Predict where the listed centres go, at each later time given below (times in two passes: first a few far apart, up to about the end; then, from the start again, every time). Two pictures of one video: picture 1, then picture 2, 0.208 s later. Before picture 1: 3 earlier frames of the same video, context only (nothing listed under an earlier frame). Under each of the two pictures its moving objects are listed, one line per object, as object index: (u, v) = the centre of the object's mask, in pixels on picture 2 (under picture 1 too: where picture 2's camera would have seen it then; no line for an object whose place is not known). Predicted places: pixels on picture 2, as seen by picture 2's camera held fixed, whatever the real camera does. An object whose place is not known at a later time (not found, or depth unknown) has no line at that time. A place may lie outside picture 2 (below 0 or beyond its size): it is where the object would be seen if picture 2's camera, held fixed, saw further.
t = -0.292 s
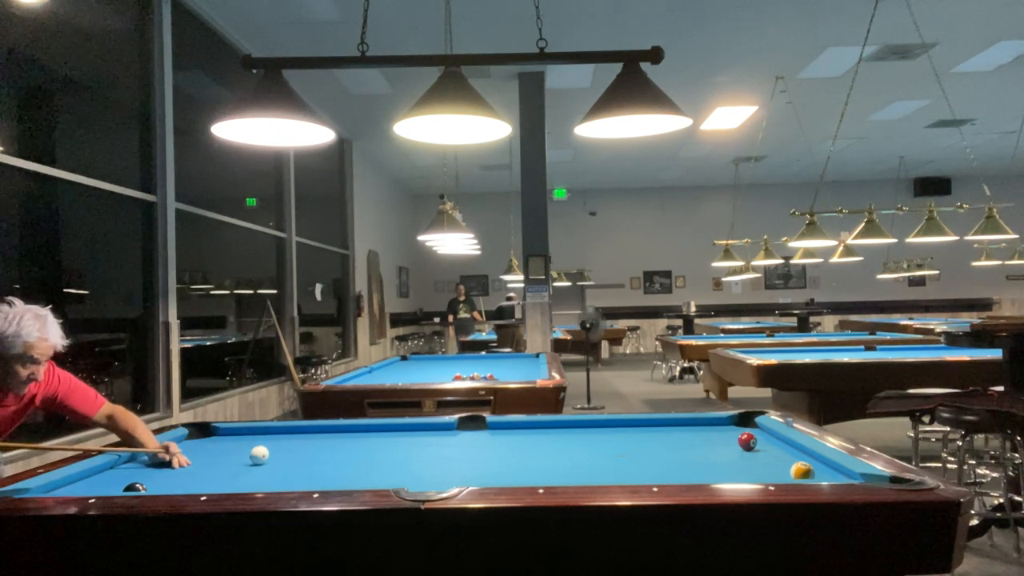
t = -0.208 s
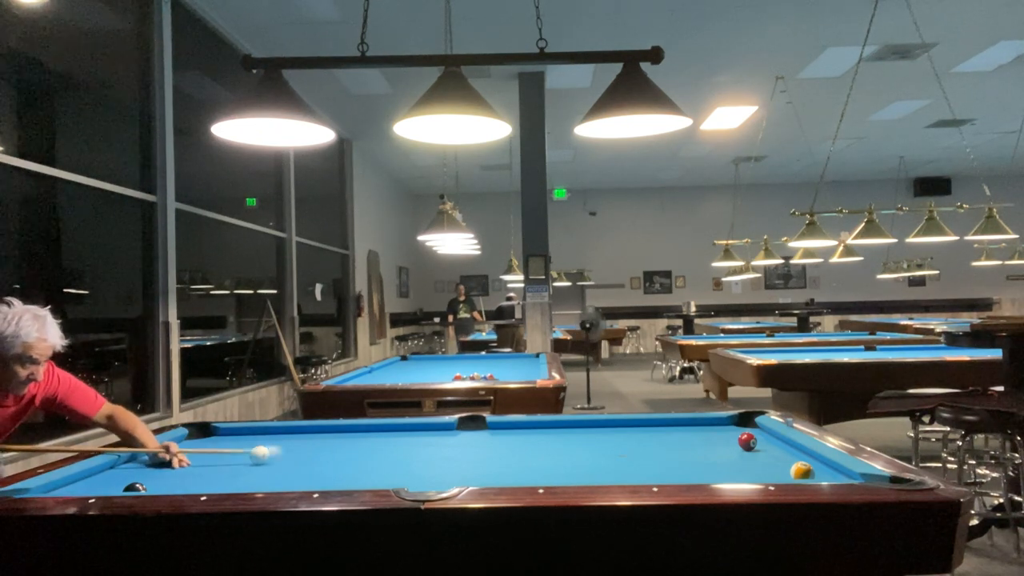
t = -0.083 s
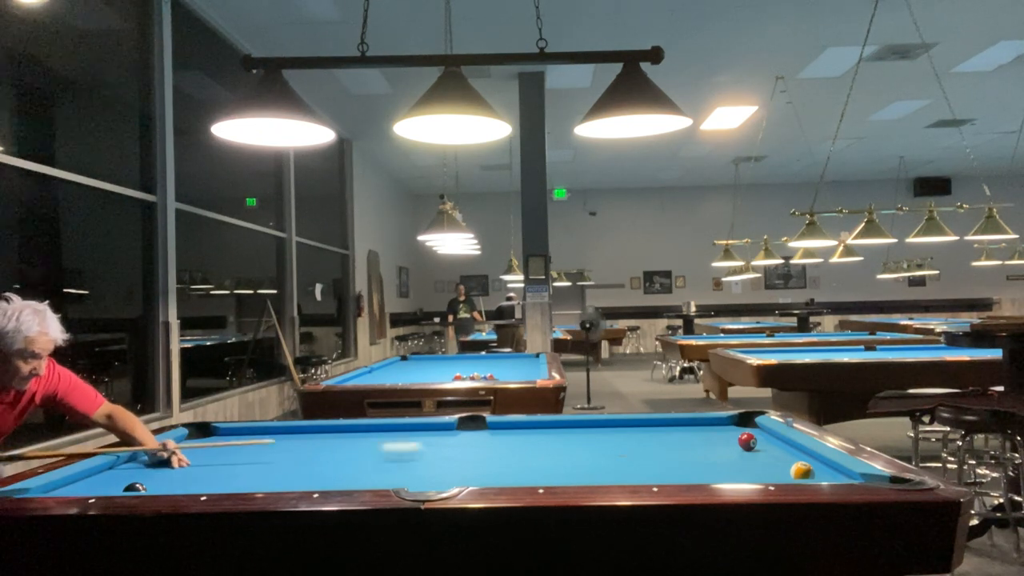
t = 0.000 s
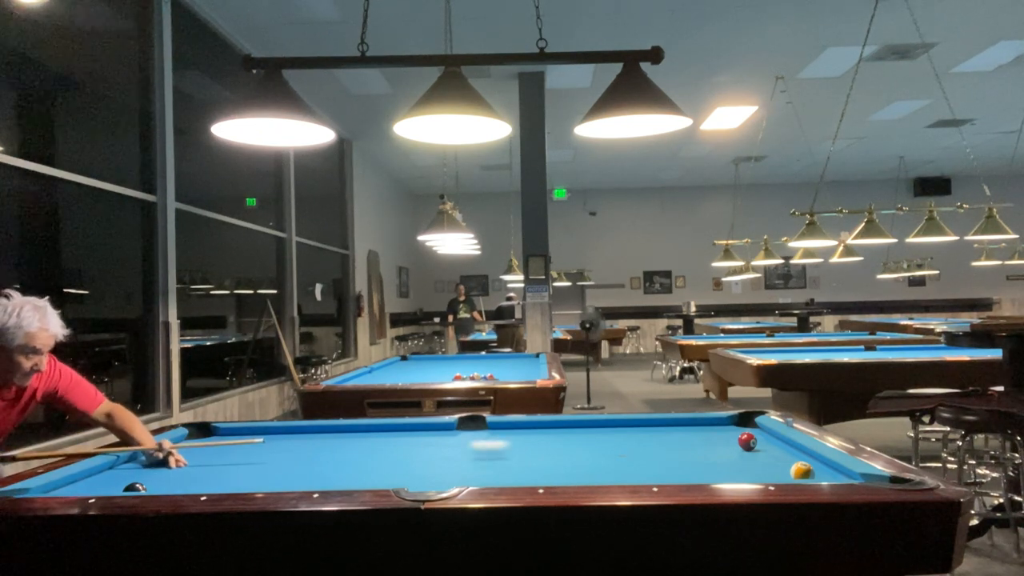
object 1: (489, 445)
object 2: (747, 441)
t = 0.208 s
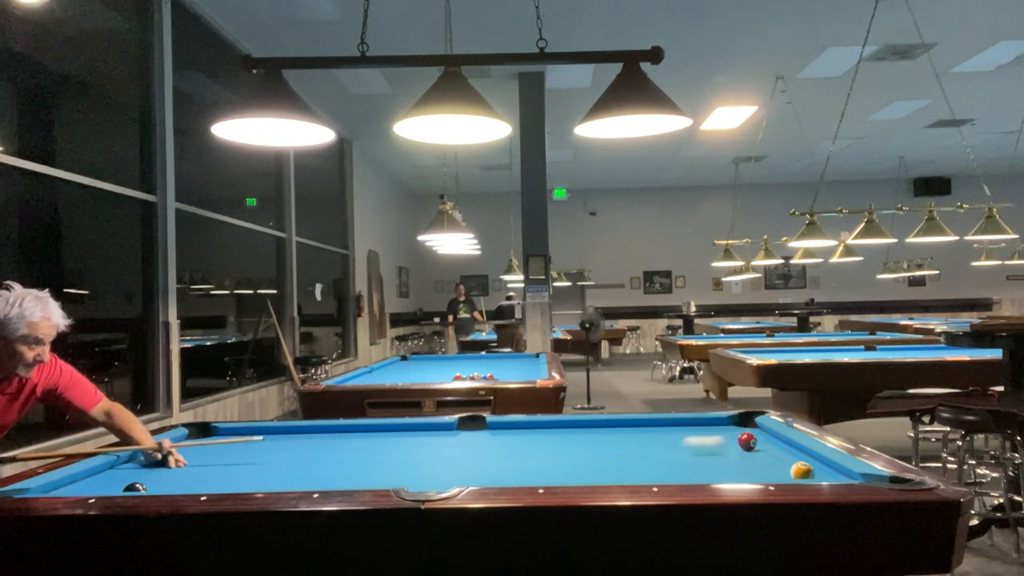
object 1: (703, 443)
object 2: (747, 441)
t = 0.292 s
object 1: (783, 444)
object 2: (752, 438)
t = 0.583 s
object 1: (647, 450)
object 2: (744, 426)
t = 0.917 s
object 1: (498, 454)
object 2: (710, 421)
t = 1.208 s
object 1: (369, 457)
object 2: (695, 425)
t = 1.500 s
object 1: (245, 461)
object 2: (680, 429)
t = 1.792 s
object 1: (121, 464)
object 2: (665, 433)
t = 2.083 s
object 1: (184, 461)
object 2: (650, 438)
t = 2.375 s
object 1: (257, 459)
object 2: (636, 442)
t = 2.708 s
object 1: (336, 455)
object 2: (621, 446)
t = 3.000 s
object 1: (399, 453)
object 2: (607, 450)
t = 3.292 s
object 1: (460, 451)
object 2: (596, 453)
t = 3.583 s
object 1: (518, 449)
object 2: (585, 456)
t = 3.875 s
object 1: (571, 444)
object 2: (575, 458)
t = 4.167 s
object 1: (623, 446)
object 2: (567, 461)
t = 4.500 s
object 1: (677, 444)
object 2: (560, 462)
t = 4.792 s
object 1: (721, 442)
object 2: (556, 463)
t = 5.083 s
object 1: (764, 441)
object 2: (554, 464)
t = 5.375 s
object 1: (765, 440)
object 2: (554, 464)
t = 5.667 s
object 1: (740, 440)
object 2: (554, 464)
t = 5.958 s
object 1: (719, 440)
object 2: (554, 464)
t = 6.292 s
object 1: (699, 440)
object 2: (554, 464)
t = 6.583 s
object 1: (685, 440)
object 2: (554, 464)
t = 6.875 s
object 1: (672, 441)
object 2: (554, 464)
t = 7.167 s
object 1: (662, 441)
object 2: (554, 464)
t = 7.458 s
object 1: (655, 441)
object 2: (554, 464)
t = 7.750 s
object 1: (650, 441)
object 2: (554, 464)
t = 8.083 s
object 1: (648, 441)
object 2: (554, 464)
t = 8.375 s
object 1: (648, 441)
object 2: (554, 464)
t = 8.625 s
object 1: (648, 441)
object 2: (554, 464)
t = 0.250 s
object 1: (746, 443)
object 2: (748, 434)
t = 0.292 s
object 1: (783, 444)
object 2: (752, 438)
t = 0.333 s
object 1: (773, 446)
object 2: (754, 435)
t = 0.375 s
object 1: (749, 446)
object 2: (759, 432)
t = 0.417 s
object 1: (725, 447)
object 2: (761, 431)
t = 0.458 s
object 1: (705, 449)
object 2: (759, 430)
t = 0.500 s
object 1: (685, 449)
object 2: (754, 429)
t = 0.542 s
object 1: (665, 450)
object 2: (749, 427)
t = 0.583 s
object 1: (647, 450)
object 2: (744, 426)
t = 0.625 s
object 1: (628, 451)
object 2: (739, 425)
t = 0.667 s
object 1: (609, 451)
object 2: (734, 424)
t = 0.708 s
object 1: (590, 452)
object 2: (730, 423)
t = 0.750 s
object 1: (571, 452)
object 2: (725, 422)
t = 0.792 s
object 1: (552, 452)
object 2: (721, 422)
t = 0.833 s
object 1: (534, 453)
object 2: (717, 421)
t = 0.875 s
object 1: (516, 453)
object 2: (713, 420)
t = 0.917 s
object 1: (498, 454)
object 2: (710, 421)
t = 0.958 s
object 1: (479, 454)
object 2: (708, 421)
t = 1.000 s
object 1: (460, 455)
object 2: (706, 422)
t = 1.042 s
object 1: (442, 455)
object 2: (704, 422)
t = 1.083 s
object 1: (424, 456)
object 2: (702, 423)
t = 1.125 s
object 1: (406, 456)
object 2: (700, 424)
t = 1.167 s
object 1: (387, 456)
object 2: (697, 424)
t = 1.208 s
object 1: (369, 457)
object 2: (695, 425)
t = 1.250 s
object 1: (352, 457)
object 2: (693, 425)
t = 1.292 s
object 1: (334, 458)
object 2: (691, 426)
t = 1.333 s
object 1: (316, 458)
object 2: (689, 426)
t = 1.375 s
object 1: (298, 459)
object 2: (686, 427)
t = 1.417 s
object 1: (280, 460)
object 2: (684, 428)
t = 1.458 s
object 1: (262, 461)
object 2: (682, 428)
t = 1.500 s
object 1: (245, 461)
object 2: (680, 429)
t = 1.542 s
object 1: (227, 461)
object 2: (678, 430)
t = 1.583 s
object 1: (209, 462)
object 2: (676, 430)
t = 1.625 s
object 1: (191, 462)
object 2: (673, 431)
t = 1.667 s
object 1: (174, 463)
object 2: (671, 431)
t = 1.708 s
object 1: (157, 463)
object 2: (669, 432)
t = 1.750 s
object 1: (139, 463)
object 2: (667, 433)
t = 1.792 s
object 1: (121, 464)
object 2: (665, 433)
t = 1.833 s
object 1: (117, 464)
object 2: (663, 434)
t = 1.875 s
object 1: (128, 464)
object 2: (660, 435)
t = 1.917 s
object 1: (140, 463)
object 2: (658, 435)
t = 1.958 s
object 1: (151, 463)
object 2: (657, 436)
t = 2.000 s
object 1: (162, 462)
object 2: (654, 437)
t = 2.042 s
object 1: (173, 462)
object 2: (652, 437)
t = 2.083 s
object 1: (184, 461)
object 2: (650, 438)
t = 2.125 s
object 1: (194, 461)
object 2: (648, 438)
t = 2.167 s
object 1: (205, 461)
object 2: (646, 439)
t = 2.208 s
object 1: (215, 461)
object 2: (644, 440)
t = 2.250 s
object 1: (226, 460)
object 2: (642, 440)
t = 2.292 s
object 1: (236, 459)
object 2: (640, 441)
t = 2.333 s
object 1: (246, 459)
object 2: (638, 441)
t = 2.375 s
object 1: (257, 459)
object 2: (636, 442)
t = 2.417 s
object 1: (267, 458)
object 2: (634, 443)
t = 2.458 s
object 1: (277, 458)
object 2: (632, 443)
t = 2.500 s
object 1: (287, 457)
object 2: (630, 444)
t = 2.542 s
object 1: (297, 457)
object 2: (628, 444)
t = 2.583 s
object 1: (307, 456)
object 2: (626, 445)
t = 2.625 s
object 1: (317, 456)
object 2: (624, 445)
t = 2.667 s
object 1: (326, 456)
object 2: (622, 446)
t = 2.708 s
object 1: (336, 455)
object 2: (621, 446)
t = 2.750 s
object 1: (345, 455)
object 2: (619, 447)
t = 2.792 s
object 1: (354, 455)
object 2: (617, 447)
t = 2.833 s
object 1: (363, 454)
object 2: (615, 448)
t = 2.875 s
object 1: (372, 454)
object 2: (613, 448)
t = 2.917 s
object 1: (381, 453)
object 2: (611, 449)
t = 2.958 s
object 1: (391, 453)
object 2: (609, 449)
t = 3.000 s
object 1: (399, 453)
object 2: (607, 450)
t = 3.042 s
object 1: (408, 452)
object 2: (606, 450)
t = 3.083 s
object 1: (417, 453)
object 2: (604, 451)
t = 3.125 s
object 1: (426, 452)
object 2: (602, 451)
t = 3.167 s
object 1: (435, 452)
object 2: (601, 452)
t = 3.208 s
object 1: (443, 451)
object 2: (599, 452)
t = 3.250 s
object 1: (452, 451)
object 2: (597, 453)
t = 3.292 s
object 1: (460, 451)
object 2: (596, 453)
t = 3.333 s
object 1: (469, 451)
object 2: (594, 454)
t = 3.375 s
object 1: (477, 450)
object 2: (592, 454)
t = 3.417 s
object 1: (485, 450)
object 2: (591, 454)
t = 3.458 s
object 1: (493, 450)
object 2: (589, 455)
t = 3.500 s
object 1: (502, 449)
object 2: (588, 455)
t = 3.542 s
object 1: (510, 449)
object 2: (586, 456)
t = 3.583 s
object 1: (518, 449)
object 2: (585, 456)
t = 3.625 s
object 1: (525, 449)
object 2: (583, 456)
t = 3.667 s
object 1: (533, 448)
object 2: (582, 457)
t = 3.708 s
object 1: (541, 448)
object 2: (581, 457)
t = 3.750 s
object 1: (549, 448)
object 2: (579, 457)
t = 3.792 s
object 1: (556, 448)
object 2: (578, 458)
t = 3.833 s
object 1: (563, 447)
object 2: (577, 458)
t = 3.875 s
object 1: (571, 444)
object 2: (575, 458)
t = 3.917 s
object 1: (579, 444)
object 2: (574, 459)
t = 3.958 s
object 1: (587, 446)
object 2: (573, 459)
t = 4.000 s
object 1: (594, 446)
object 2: (572, 459)
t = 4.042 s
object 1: (602, 446)
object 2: (571, 460)
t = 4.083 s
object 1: (608, 446)
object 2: (569, 460)
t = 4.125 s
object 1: (615, 445)
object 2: (568, 460)
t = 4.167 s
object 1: (623, 446)
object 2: (567, 461)
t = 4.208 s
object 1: (630, 445)
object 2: (566, 461)
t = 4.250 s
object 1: (636, 445)
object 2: (565, 461)
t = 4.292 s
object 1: (643, 445)
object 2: (564, 461)
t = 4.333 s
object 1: (650, 445)
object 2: (563, 461)
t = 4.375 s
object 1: (657, 444)
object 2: (563, 462)
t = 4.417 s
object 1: (664, 444)
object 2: (562, 462)
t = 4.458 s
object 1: (670, 444)
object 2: (561, 462)
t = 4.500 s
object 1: (677, 444)
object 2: (560, 462)
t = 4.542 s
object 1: (683, 443)
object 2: (559, 462)
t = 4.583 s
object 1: (690, 443)
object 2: (559, 463)
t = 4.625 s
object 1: (696, 443)
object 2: (558, 463)
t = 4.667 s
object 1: (703, 443)
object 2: (557, 463)
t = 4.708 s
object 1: (709, 442)
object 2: (557, 463)
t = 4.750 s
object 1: (715, 442)
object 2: (556, 463)
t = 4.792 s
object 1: (721, 442)
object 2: (556, 463)
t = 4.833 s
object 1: (728, 442)
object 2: (555, 464)
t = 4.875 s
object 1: (734, 442)
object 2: (555, 464)
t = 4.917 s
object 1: (740, 442)
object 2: (554, 464)
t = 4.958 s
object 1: (746, 441)
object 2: (554, 464)
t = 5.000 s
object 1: (752, 441)
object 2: (554, 464)
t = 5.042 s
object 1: (758, 441)
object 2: (554, 464)
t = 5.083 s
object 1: (764, 441)
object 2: (554, 464)
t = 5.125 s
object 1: (769, 440)
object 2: (554, 464)
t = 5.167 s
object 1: (775, 440)
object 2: (553, 464)
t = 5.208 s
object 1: (778, 440)
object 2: (553, 464)
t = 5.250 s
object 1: (775, 440)
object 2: (554, 464)
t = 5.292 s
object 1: (771, 440)
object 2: (553, 464)
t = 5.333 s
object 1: (768, 440)
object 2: (553, 464)
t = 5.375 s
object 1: (765, 440)
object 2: (554, 464)
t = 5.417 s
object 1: (760, 440)
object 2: (554, 464)
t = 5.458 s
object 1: (757, 440)
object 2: (554, 464)
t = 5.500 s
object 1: (754, 441)
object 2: (554, 464)
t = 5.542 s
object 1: (751, 440)
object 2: (554, 464)
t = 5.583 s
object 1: (746, 440)
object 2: (554, 464)
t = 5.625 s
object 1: (744, 440)
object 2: (554, 464)
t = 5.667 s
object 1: (740, 440)
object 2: (554, 464)
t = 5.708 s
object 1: (737, 440)
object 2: (554, 464)
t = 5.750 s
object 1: (734, 440)
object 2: (554, 464)
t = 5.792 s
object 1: (731, 440)
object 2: (554, 464)
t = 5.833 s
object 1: (728, 440)
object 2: (554, 464)
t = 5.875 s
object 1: (725, 440)
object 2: (554, 464)
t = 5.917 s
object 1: (722, 440)
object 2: (554, 464)
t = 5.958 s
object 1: (719, 440)
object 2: (554, 464)
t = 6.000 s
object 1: (717, 440)
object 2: (554, 464)
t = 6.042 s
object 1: (714, 440)
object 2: (554, 464)
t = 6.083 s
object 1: (712, 440)
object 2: (554, 464)
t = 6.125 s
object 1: (709, 440)
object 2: (554, 464)
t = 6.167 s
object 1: (706, 440)
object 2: (554, 464)
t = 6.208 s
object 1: (704, 440)
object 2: (554, 464)
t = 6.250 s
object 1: (702, 440)
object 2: (554, 464)
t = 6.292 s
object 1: (699, 440)
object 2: (554, 464)
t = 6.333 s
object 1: (697, 440)
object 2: (554, 464)
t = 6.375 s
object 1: (695, 440)
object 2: (554, 464)
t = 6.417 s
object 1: (692, 440)
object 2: (554, 464)
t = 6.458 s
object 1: (690, 440)
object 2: (554, 464)
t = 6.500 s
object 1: (688, 440)
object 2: (554, 464)
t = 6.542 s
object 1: (687, 440)
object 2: (554, 464)
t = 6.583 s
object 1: (685, 440)
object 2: (554, 464)
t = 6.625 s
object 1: (682, 440)
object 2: (554, 464)
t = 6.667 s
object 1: (681, 441)
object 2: (554, 464)
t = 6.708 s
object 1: (679, 440)
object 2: (554, 464)
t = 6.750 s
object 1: (677, 440)
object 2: (554, 464)
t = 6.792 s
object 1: (675, 441)
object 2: (554, 464)
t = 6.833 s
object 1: (674, 440)
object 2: (554, 464)
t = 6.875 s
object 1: (672, 441)
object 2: (554, 464)
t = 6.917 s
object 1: (670, 441)
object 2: (554, 464)
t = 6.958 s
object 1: (669, 441)
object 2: (554, 464)
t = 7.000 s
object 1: (668, 441)
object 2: (554, 464)
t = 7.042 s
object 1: (666, 441)
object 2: (554, 464)
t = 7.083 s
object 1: (665, 441)
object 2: (554, 464)
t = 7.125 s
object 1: (663, 441)
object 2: (554, 464)
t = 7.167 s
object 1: (662, 441)
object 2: (554, 464)
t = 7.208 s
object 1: (661, 441)
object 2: (554, 464)
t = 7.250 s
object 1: (660, 441)
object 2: (554, 464)
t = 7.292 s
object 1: (659, 441)
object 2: (554, 464)
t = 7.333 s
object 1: (658, 441)
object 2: (554, 464)
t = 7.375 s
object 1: (657, 441)
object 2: (554, 464)
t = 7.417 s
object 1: (656, 441)
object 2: (554, 464)
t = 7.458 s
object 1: (655, 441)
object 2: (554, 464)
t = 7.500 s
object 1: (654, 441)
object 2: (554, 464)
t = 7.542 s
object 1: (653, 441)
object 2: (554, 464)
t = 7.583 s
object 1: (652, 441)
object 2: (554, 464)
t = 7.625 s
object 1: (652, 441)
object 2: (554, 464)
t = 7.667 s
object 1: (651, 441)
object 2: (554, 464)
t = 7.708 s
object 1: (650, 441)
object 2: (554, 464)
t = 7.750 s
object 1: (650, 441)
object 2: (554, 464)
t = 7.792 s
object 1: (650, 441)
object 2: (554, 464)
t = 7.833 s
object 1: (649, 441)
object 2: (554, 464)
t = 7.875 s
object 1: (649, 441)
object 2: (554, 464)
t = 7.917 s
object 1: (648, 441)
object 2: (554, 464)
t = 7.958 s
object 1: (648, 441)
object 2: (554, 464)
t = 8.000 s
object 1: (648, 441)
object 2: (554, 464)
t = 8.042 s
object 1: (648, 441)
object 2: (554, 464)
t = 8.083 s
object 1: (648, 441)
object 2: (554, 464)
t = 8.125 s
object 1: (648, 441)
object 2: (554, 464)
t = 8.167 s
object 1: (648, 441)
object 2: (554, 464)
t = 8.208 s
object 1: (648, 441)
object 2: (554, 464)
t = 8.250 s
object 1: (648, 441)
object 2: (554, 464)
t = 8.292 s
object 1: (648, 441)
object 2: (554, 464)
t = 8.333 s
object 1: (648, 441)
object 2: (554, 464)
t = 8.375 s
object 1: (648, 441)
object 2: (554, 464)
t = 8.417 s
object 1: (648, 441)
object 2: (554, 464)
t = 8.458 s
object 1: (648, 441)
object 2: (554, 464)
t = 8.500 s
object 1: (648, 441)
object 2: (554, 464)
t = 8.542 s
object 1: (648, 441)
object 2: (554, 464)
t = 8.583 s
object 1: (648, 441)
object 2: (554, 464)
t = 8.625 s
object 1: (648, 441)
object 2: (554, 464)
